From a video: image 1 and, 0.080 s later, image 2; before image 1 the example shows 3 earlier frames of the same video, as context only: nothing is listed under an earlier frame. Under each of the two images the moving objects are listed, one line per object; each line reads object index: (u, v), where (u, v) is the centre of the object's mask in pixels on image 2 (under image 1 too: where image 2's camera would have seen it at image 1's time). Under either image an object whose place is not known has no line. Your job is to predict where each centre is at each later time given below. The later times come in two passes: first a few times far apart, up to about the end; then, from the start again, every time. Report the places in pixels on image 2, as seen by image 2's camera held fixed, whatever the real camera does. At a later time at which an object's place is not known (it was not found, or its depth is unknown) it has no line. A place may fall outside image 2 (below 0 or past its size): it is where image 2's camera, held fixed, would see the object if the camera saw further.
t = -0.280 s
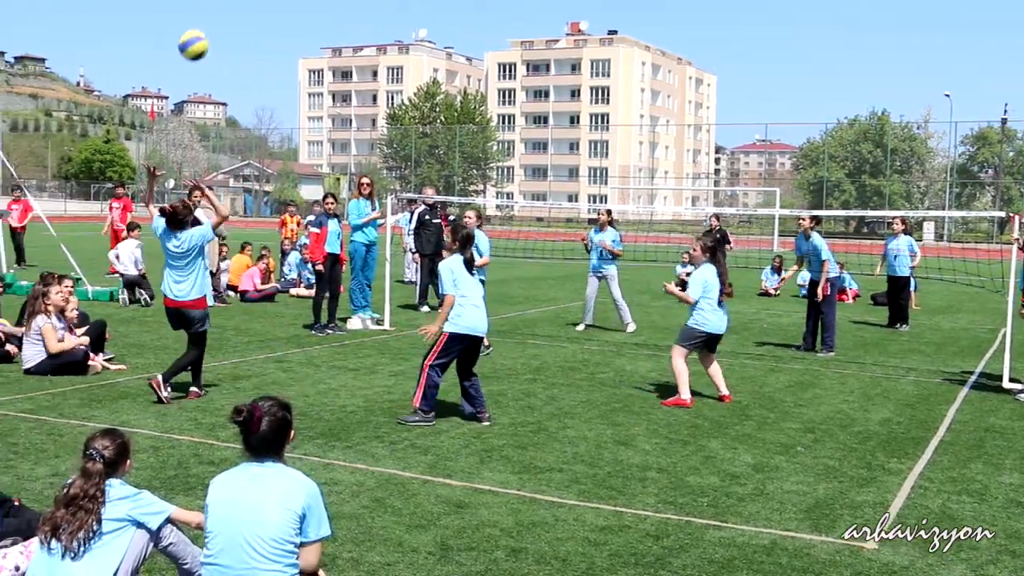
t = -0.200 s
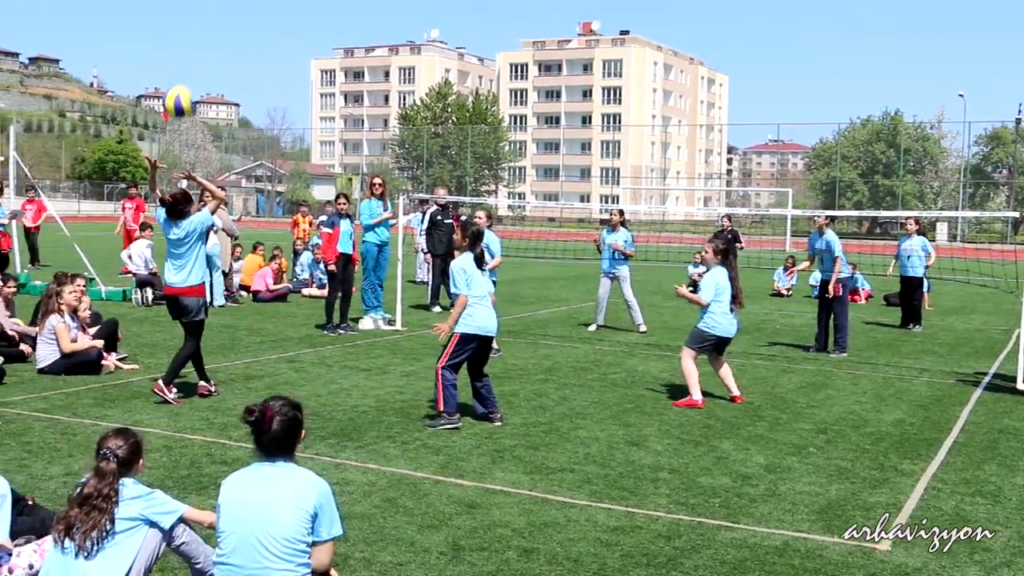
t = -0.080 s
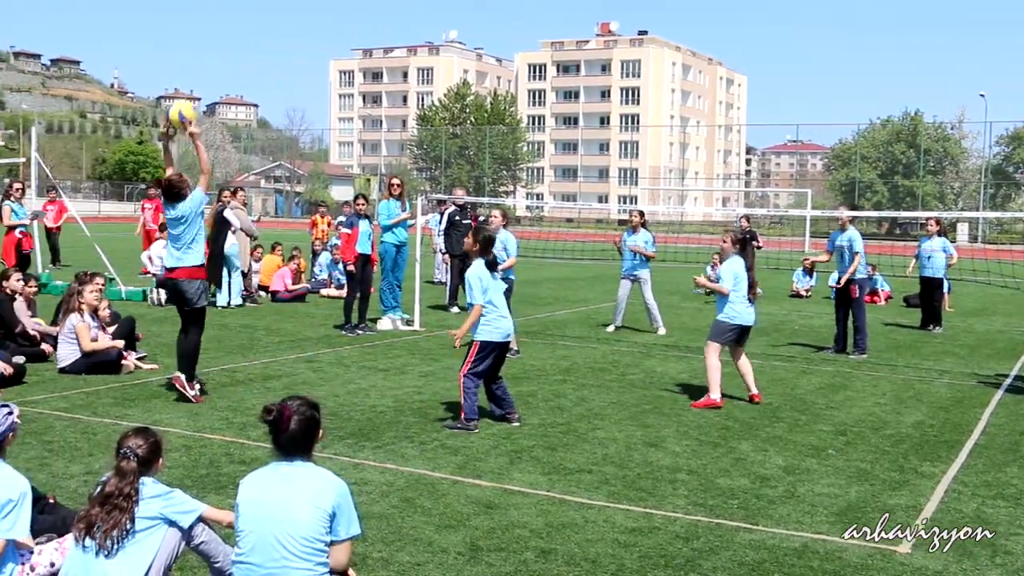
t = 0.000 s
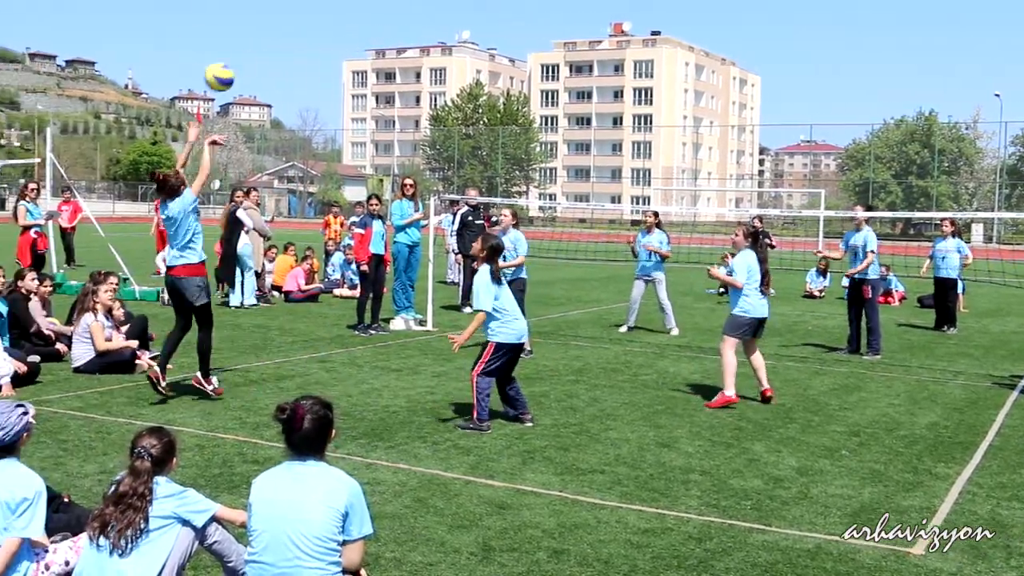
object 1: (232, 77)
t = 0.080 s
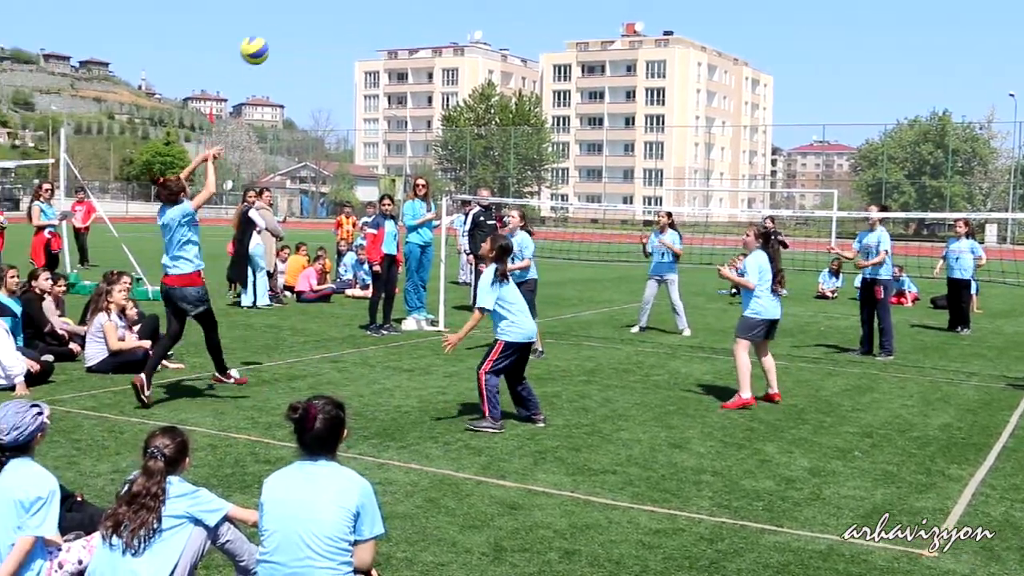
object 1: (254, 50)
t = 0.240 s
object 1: (294, 26)
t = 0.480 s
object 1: (338, 50)
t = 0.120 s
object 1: (265, 40)
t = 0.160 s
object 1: (275, 33)
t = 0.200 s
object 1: (285, 28)
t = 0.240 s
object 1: (294, 26)
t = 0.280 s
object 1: (302, 25)
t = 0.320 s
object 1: (310, 26)
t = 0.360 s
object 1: (318, 29)
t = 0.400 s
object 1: (325, 34)
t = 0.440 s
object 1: (332, 41)
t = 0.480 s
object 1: (338, 50)
